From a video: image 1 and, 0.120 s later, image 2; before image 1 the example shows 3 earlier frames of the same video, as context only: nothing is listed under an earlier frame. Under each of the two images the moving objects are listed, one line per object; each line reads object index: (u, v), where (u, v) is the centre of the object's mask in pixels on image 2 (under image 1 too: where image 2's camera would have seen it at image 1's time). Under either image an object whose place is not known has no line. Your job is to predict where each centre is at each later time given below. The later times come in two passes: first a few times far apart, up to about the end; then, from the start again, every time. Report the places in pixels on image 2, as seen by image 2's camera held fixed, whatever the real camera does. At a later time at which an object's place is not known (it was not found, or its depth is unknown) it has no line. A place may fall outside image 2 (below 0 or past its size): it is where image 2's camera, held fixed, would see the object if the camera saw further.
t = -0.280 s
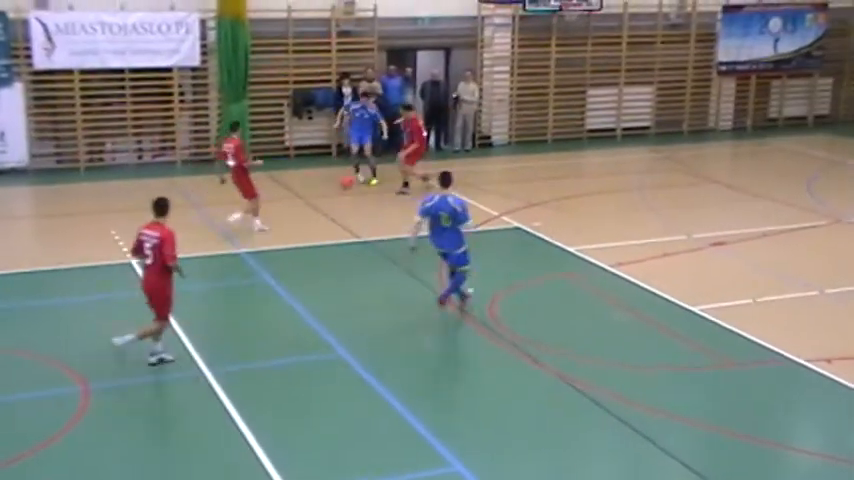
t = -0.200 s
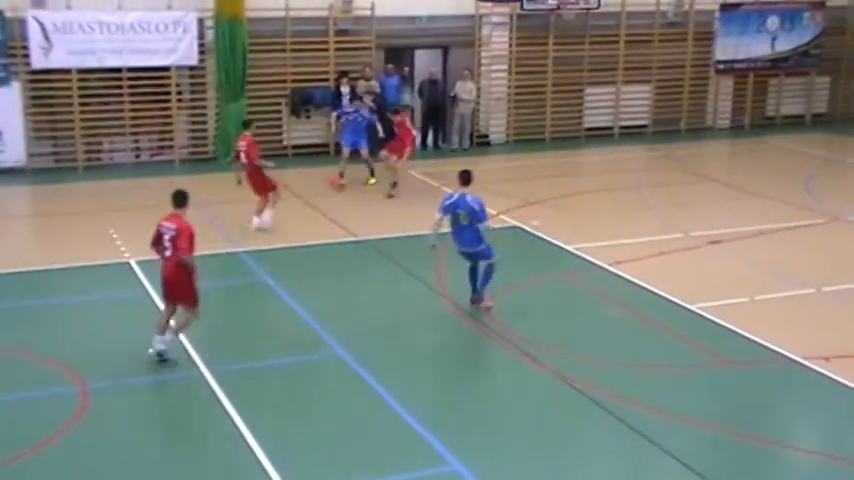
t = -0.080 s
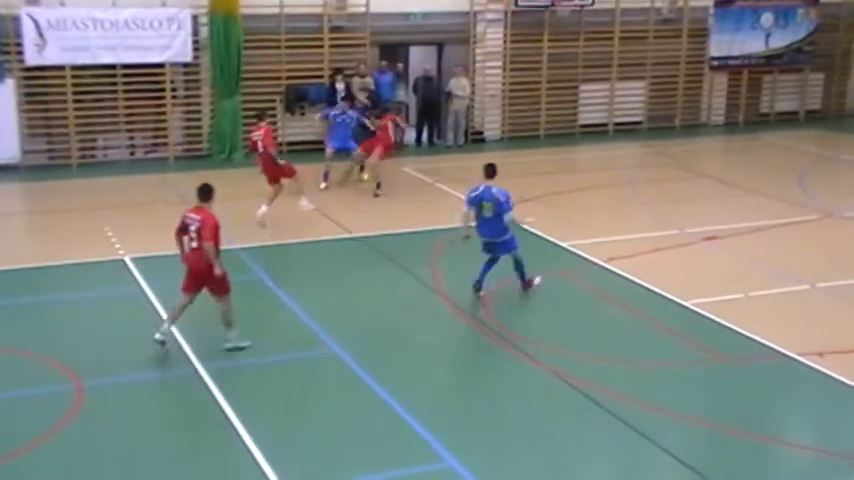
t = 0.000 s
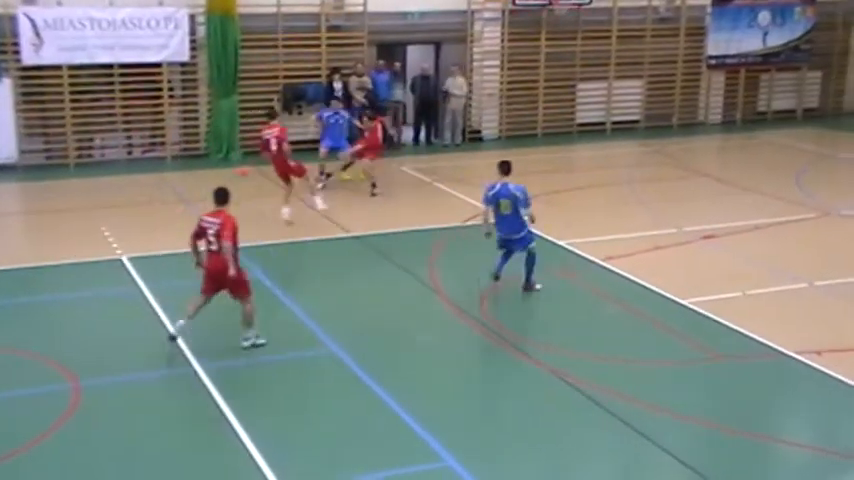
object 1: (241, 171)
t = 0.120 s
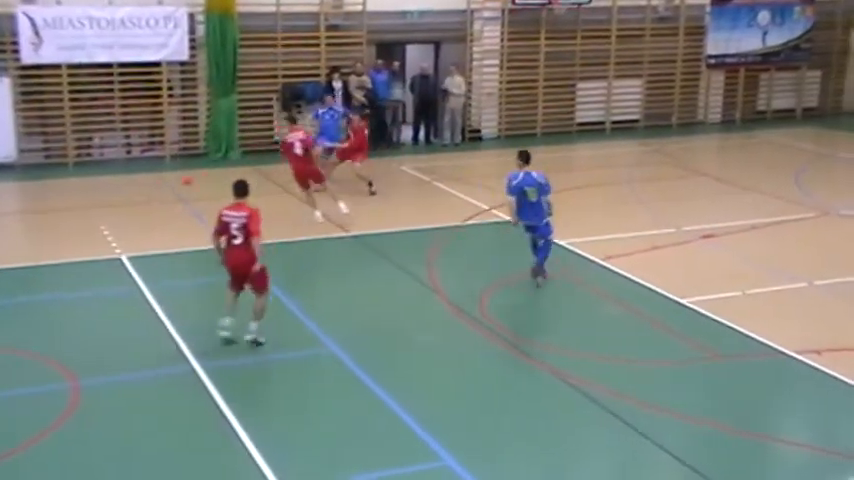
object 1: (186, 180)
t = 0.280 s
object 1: (105, 206)
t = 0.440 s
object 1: (18, 237)
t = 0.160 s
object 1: (165, 184)
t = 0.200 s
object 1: (147, 192)
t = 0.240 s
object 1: (126, 198)
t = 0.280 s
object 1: (105, 206)
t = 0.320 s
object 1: (83, 216)
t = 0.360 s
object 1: (60, 227)
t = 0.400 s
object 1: (37, 238)
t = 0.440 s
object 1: (18, 237)
